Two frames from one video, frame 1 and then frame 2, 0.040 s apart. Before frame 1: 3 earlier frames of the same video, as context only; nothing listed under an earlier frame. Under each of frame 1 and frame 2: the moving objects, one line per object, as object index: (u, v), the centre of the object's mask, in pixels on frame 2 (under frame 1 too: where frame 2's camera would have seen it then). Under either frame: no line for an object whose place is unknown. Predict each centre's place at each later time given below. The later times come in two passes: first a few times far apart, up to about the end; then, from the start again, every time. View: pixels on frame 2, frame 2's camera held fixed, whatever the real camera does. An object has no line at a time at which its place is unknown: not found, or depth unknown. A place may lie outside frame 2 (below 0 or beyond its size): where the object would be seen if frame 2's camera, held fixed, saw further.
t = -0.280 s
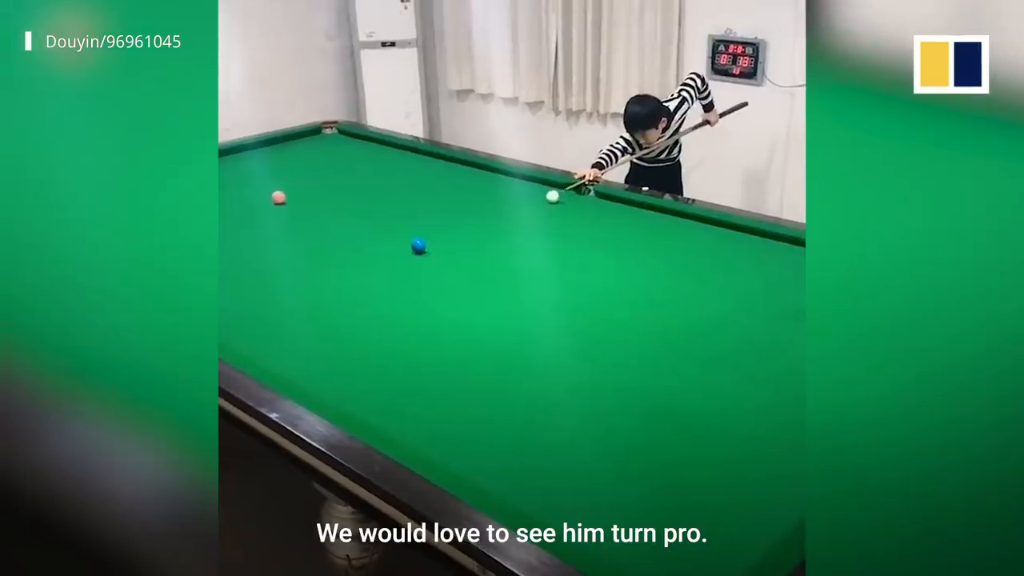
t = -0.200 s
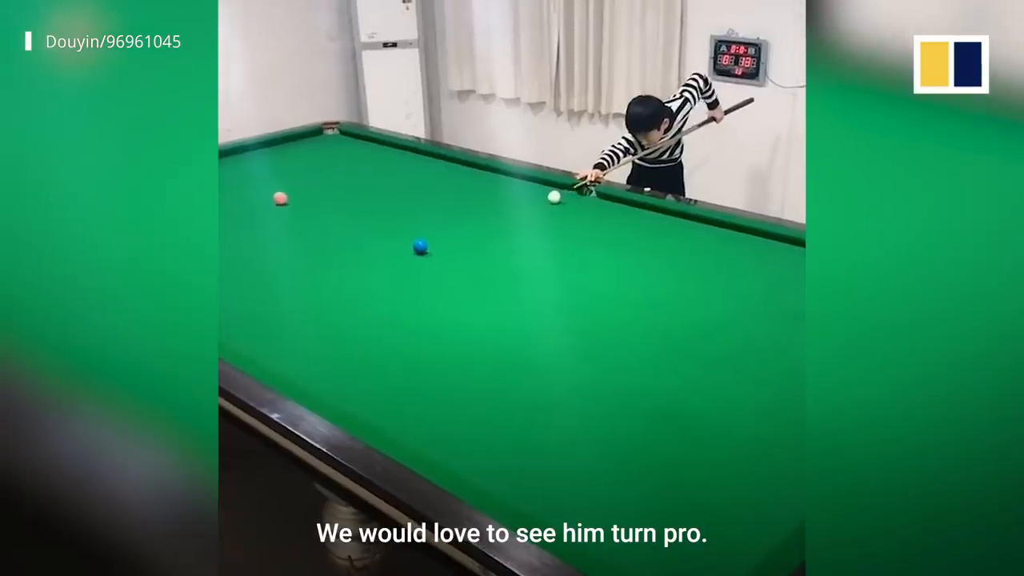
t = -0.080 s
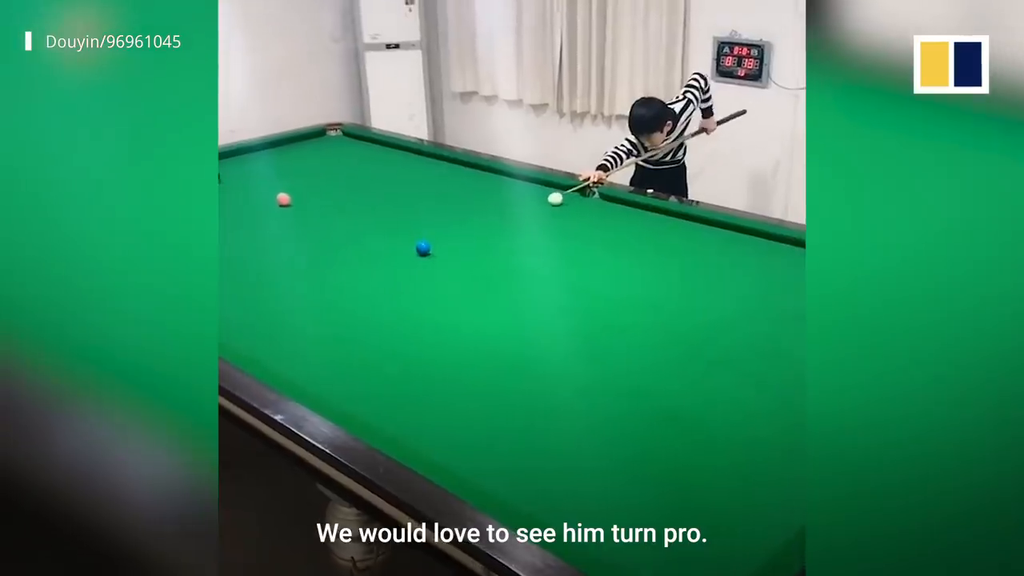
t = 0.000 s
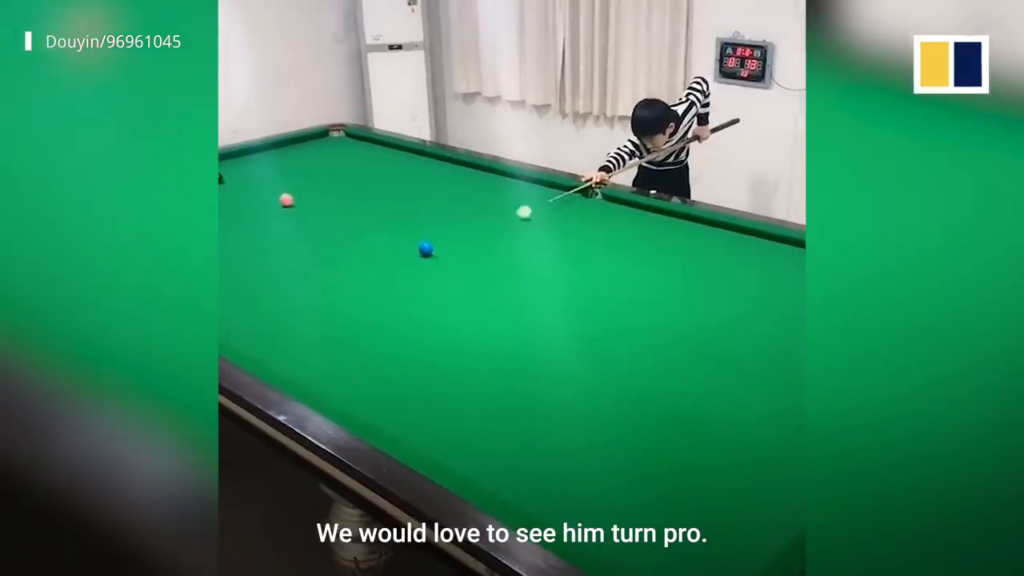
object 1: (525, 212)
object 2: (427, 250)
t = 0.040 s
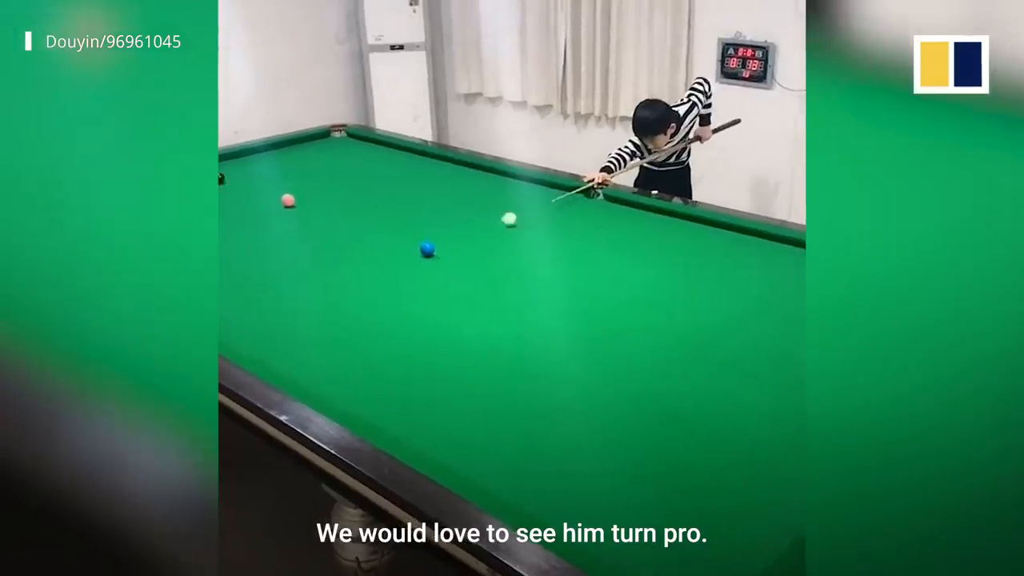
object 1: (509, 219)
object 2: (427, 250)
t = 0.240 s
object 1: (439, 246)
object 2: (411, 256)
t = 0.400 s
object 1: (425, 254)
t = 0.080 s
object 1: (492, 225)
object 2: (427, 250)
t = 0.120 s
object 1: (476, 232)
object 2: (428, 250)
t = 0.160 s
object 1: (458, 238)
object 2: (428, 250)
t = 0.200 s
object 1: (441, 245)
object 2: (428, 250)
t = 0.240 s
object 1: (439, 246)
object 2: (411, 256)
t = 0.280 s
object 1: (437, 248)
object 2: (395, 261)
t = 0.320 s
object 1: (433, 250)
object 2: (380, 266)
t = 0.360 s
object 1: (429, 252)
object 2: (366, 271)
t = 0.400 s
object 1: (425, 254)
